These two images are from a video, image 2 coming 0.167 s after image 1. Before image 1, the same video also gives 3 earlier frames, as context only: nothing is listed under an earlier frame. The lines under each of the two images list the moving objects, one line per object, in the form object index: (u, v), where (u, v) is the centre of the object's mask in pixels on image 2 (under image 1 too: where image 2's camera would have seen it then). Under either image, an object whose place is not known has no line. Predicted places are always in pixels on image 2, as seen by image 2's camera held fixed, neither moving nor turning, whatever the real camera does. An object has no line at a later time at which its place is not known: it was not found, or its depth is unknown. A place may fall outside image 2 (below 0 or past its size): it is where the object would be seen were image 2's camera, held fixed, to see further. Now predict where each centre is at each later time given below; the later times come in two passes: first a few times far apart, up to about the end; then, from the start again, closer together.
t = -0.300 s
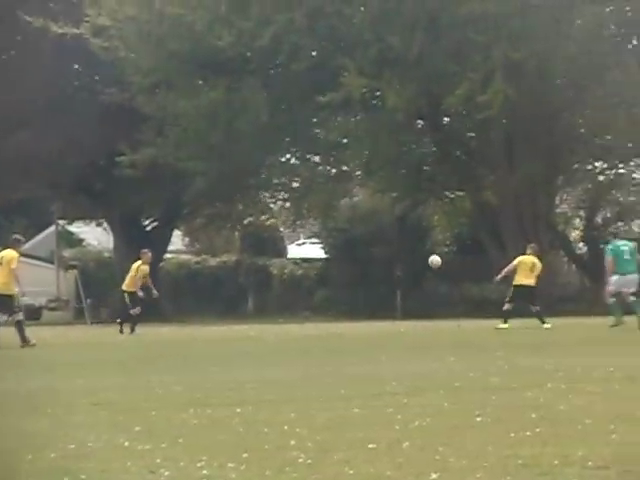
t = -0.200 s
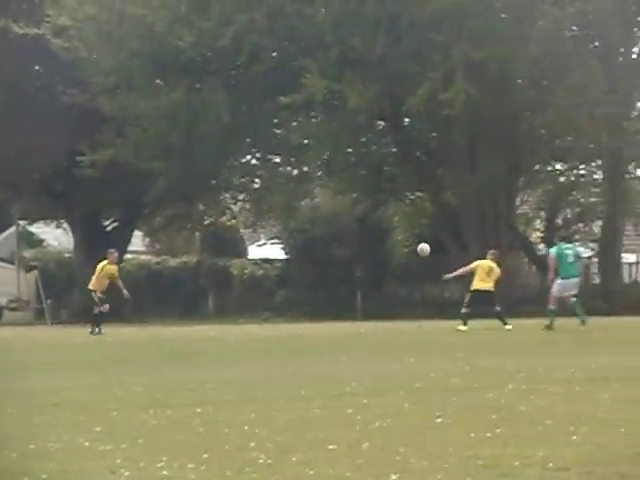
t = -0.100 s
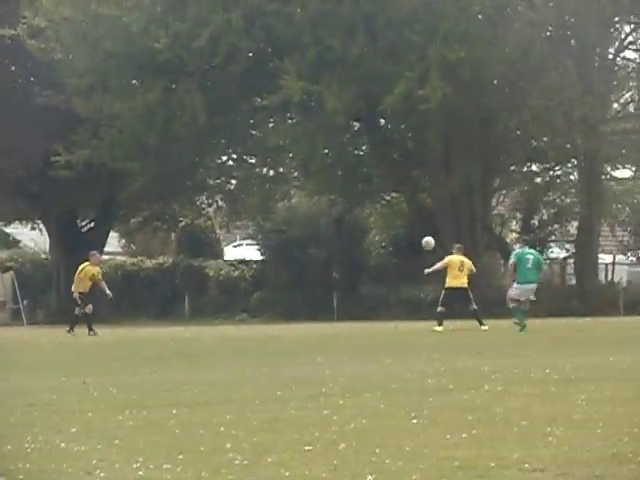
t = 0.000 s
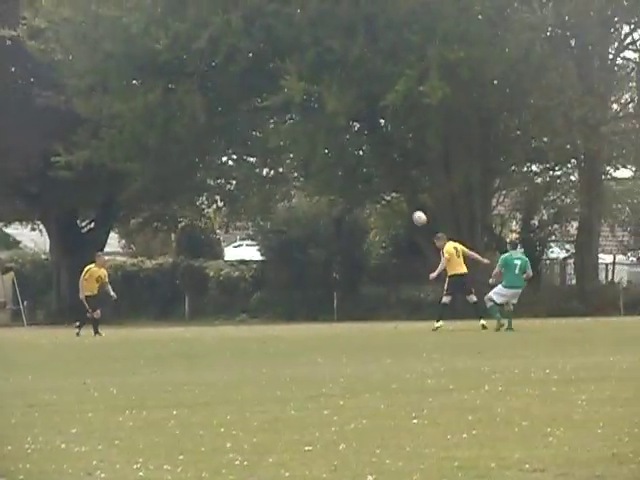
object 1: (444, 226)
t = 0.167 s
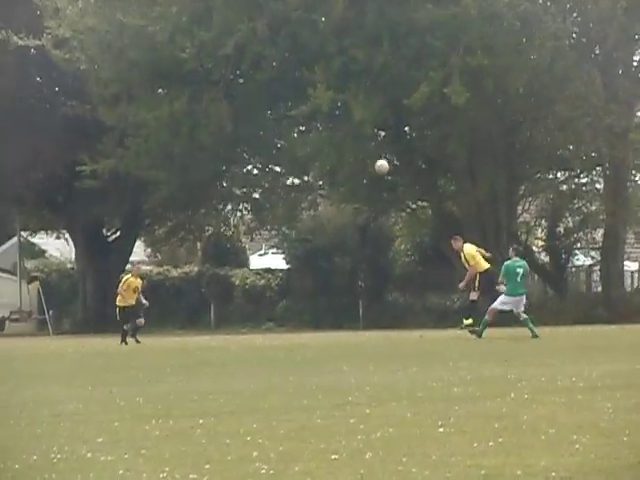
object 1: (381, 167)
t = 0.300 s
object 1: (331, 129)
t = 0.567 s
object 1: (231, 81)
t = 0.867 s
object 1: (116, 72)
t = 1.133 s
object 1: (4, 109)
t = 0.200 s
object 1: (369, 156)
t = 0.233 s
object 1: (356, 146)
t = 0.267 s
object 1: (344, 137)
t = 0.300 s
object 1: (331, 129)
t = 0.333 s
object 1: (319, 121)
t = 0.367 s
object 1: (306, 113)
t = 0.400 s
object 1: (294, 107)
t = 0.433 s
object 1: (282, 100)
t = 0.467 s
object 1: (269, 95)
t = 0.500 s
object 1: (256, 90)
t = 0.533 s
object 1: (243, 85)
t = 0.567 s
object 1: (231, 81)
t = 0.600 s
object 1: (218, 78)
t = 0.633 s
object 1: (206, 75)
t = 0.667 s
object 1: (193, 73)
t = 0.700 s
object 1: (180, 72)
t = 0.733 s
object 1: (167, 71)
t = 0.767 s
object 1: (154, 70)
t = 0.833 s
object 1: (129, 71)
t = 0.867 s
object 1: (116, 72)
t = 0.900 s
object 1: (103, 75)
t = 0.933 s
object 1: (89, 77)
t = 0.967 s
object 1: (76, 81)
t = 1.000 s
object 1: (61, 86)
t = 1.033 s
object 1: (48, 90)
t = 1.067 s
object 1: (33, 95)
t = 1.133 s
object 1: (4, 109)
